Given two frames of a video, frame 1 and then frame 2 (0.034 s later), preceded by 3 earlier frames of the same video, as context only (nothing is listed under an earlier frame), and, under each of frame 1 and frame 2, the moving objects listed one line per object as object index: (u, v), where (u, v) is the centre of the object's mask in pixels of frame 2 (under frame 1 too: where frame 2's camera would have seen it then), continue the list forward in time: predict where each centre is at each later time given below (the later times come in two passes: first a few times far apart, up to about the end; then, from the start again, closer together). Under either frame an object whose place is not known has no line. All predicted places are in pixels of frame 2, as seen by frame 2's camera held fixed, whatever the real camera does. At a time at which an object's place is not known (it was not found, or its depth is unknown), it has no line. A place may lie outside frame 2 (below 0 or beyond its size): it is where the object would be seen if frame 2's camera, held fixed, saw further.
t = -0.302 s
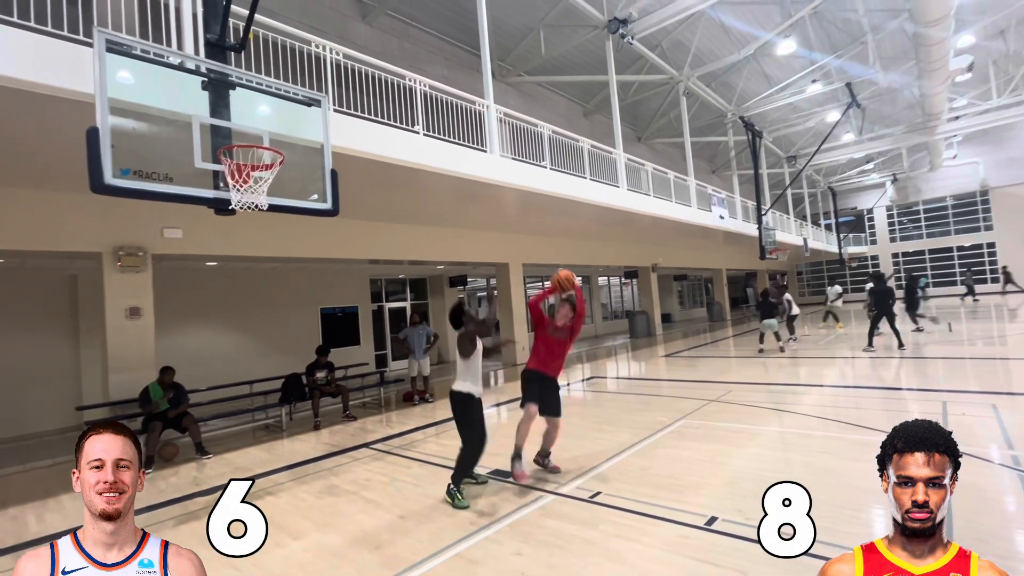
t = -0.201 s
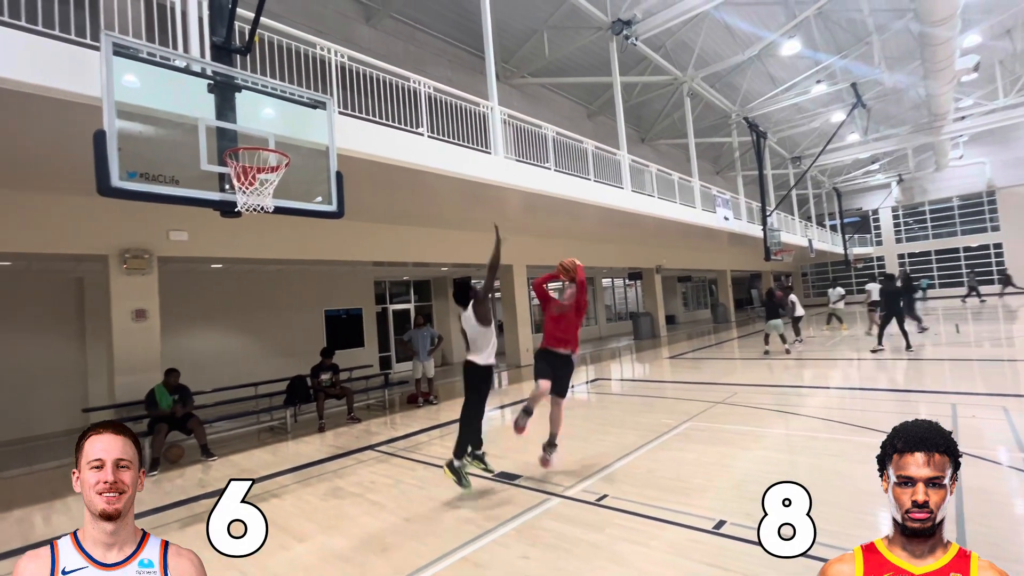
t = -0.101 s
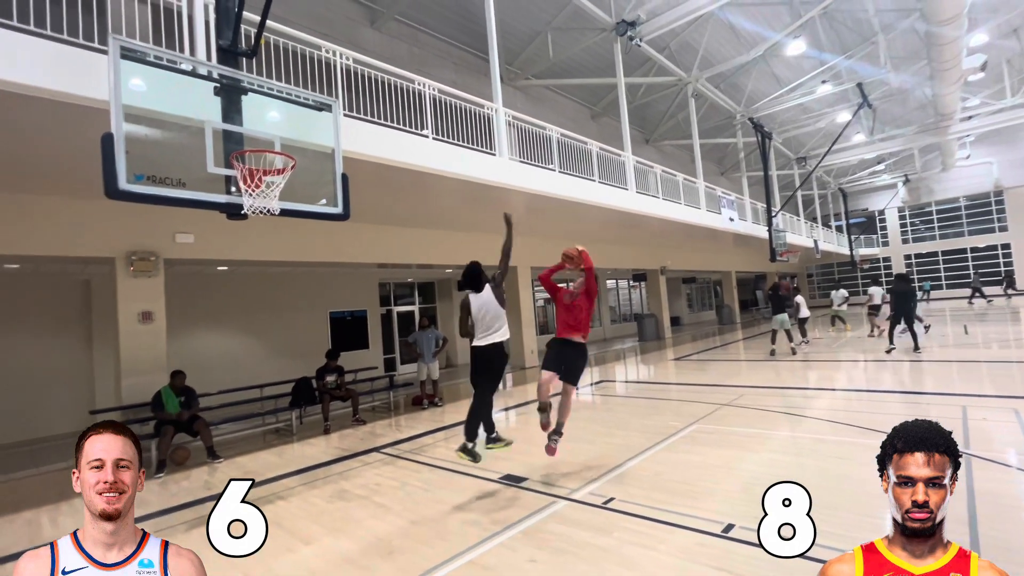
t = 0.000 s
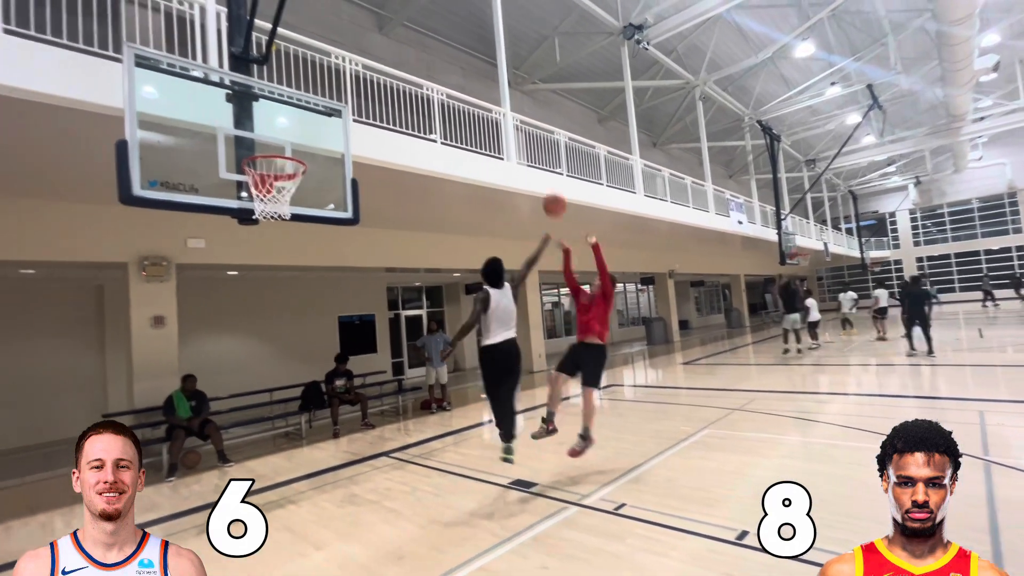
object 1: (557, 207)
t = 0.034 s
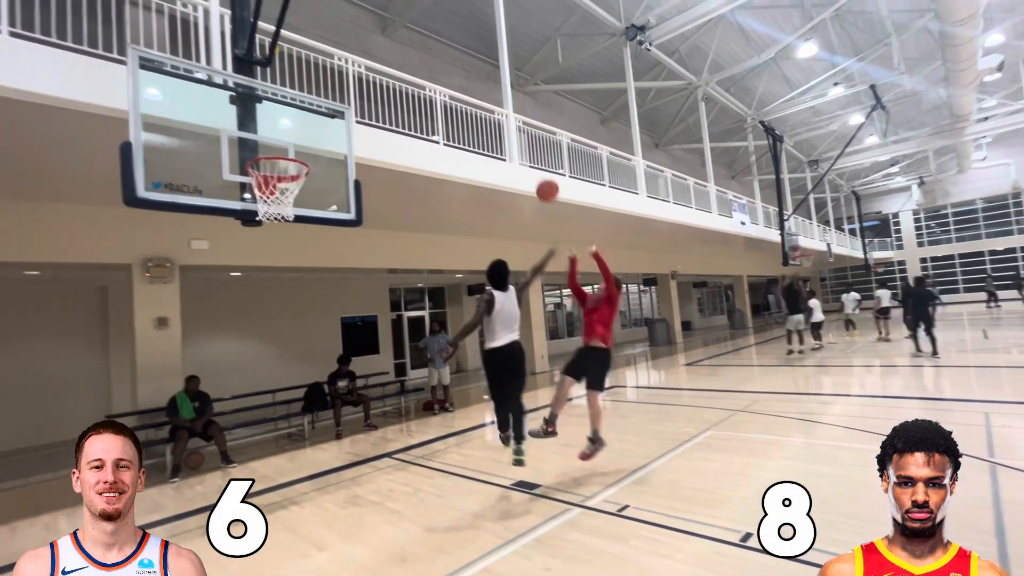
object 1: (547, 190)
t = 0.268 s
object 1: (479, 104)
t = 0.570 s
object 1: (387, 66)
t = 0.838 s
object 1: (299, 111)
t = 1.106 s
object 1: (260, 133)
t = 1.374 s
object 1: (284, 136)
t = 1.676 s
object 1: (273, 147)
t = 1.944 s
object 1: (293, 182)
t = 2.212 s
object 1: (299, 204)
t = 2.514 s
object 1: (260, 264)
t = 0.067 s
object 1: (537, 175)
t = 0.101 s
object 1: (528, 161)
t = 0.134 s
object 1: (518, 148)
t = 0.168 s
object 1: (509, 135)
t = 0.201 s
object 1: (499, 124)
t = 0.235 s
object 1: (489, 114)
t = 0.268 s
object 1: (479, 104)
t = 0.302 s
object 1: (469, 96)
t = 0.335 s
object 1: (459, 89)
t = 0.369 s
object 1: (449, 82)
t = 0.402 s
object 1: (439, 76)
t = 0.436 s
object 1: (428, 72)
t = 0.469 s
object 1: (418, 69)
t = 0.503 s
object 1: (408, 67)
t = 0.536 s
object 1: (397, 65)
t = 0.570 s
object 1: (387, 66)
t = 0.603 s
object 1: (376, 67)
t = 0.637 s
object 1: (365, 69)
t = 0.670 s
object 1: (355, 73)
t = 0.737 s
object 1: (333, 85)
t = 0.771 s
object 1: (321, 91)
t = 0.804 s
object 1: (310, 101)
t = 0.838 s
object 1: (299, 111)
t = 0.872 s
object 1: (287, 123)
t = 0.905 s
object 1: (275, 137)
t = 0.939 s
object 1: (265, 147)
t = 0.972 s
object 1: (263, 142)
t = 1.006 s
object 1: (262, 138)
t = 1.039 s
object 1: (261, 135)
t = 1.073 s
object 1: (260, 134)
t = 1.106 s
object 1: (260, 133)
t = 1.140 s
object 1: (259, 134)
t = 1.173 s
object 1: (259, 134)
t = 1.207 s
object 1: (263, 132)
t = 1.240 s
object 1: (267, 131)
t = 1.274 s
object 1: (271, 130)
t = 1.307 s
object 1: (276, 131)
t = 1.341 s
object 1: (280, 132)
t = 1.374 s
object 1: (284, 136)
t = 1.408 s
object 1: (289, 141)
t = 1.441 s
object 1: (293, 146)
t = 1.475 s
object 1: (298, 152)
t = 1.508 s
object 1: (294, 149)
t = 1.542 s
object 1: (290, 147)
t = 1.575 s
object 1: (285, 146)
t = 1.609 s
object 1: (281, 145)
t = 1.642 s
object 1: (277, 146)
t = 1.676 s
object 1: (273, 147)
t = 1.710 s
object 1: (270, 152)
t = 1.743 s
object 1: (265, 158)
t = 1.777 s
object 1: (264, 168)
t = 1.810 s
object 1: (268, 170)
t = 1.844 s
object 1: (273, 173)
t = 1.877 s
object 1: (282, 172)
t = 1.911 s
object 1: (287, 176)
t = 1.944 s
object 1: (293, 182)
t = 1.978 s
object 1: (301, 187)
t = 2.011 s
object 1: (304, 192)
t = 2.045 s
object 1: (308, 194)
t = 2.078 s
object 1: (305, 196)
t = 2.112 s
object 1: (304, 198)
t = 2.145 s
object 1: (304, 199)
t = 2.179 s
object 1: (301, 200)
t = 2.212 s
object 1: (299, 204)
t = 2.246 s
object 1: (295, 207)
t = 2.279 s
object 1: (291, 208)
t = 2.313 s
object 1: (289, 215)
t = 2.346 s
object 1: (283, 220)
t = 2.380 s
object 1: (278, 226)
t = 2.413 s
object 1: (273, 233)
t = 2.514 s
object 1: (260, 264)
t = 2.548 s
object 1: (255, 278)
